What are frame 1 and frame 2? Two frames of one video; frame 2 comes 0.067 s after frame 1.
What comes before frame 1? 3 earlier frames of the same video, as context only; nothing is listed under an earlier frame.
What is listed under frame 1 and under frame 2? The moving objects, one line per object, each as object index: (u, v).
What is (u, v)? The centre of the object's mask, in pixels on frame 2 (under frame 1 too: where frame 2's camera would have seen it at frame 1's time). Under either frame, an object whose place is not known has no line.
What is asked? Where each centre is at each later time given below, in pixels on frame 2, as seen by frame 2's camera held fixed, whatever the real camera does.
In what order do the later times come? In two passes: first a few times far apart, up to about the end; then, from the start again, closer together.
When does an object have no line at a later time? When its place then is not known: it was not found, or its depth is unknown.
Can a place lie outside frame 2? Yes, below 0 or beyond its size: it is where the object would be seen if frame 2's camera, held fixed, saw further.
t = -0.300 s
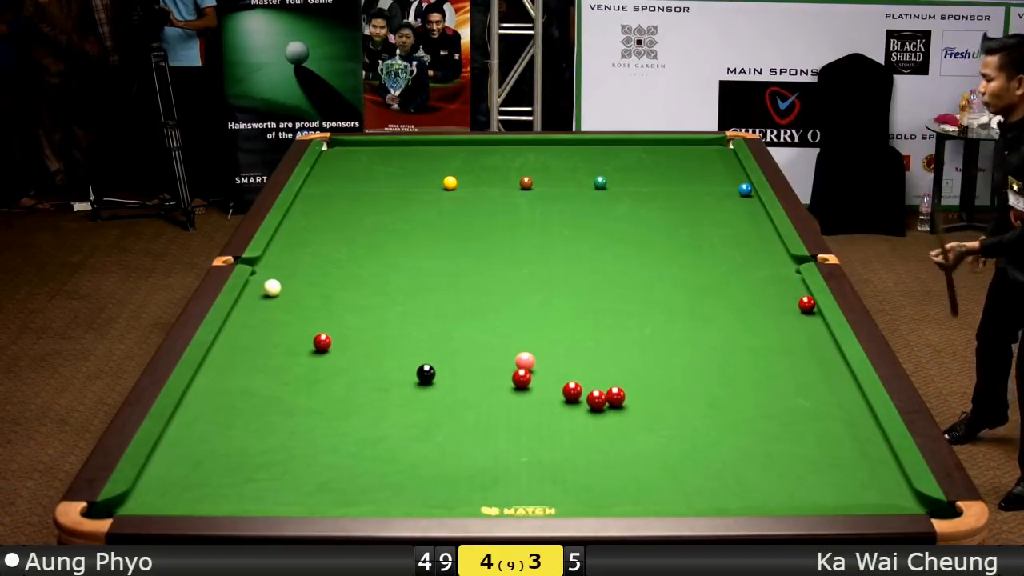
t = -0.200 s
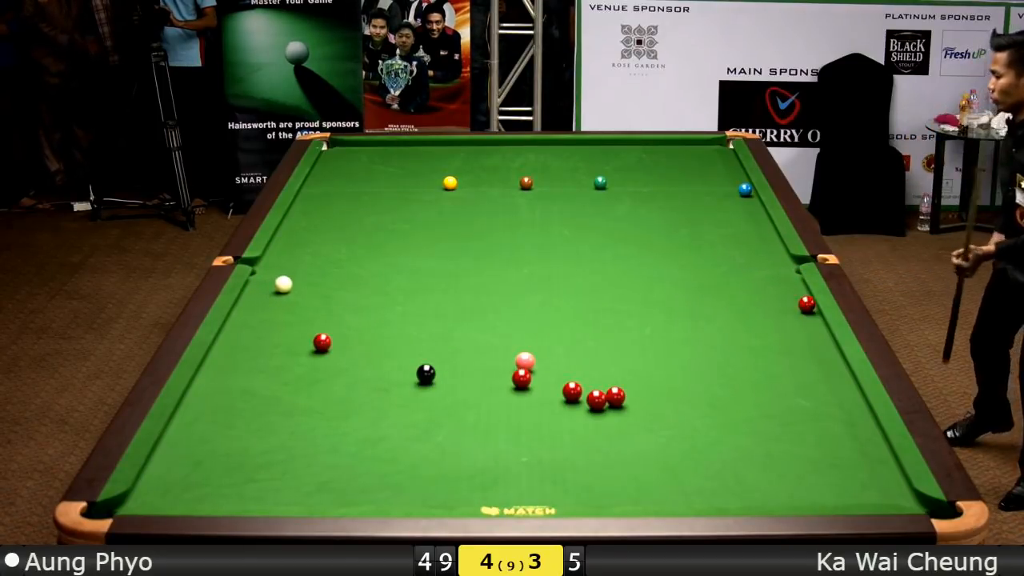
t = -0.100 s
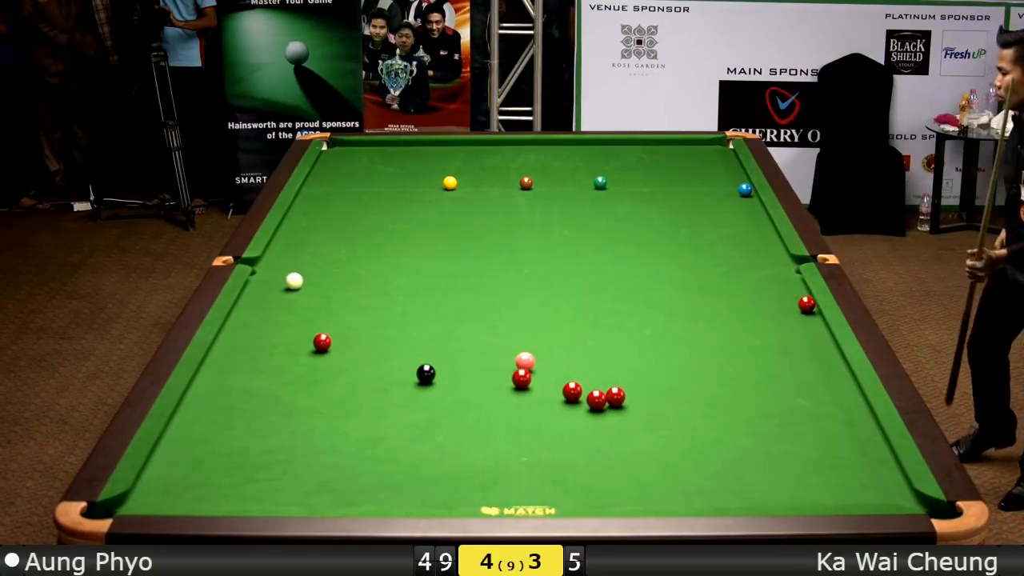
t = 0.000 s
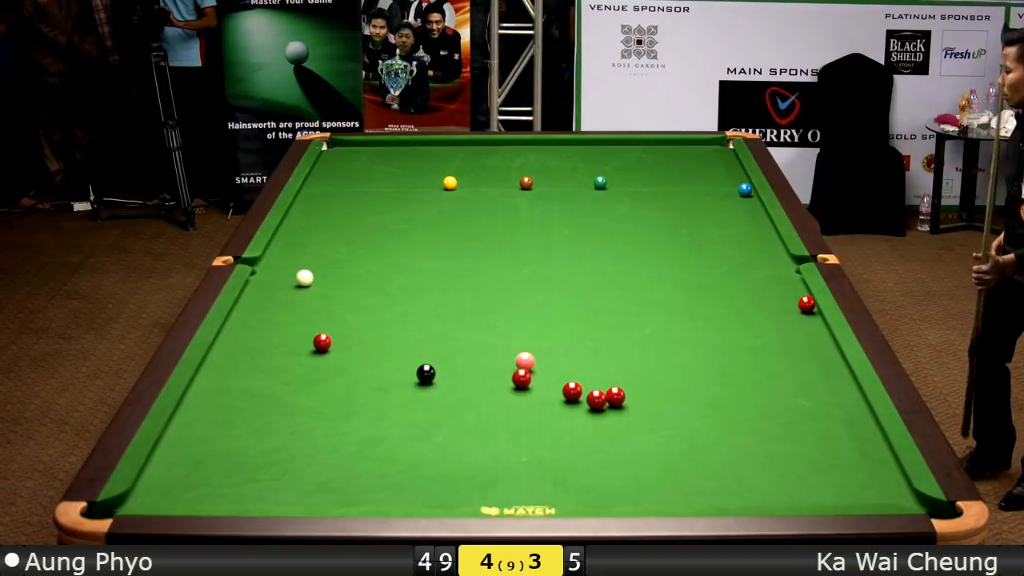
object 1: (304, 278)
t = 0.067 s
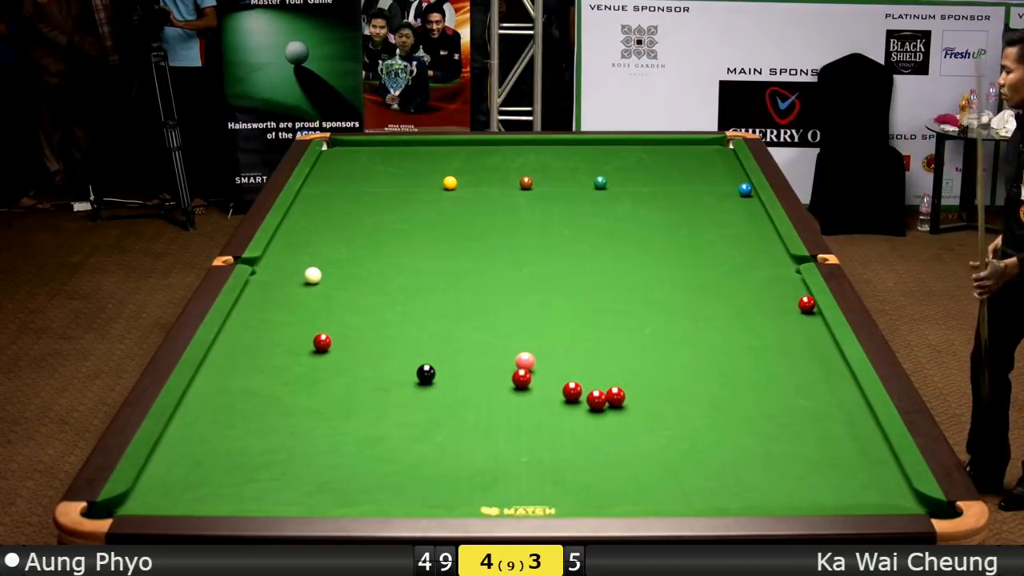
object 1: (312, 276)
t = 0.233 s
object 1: (328, 271)
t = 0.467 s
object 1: (350, 264)
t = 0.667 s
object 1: (368, 259)
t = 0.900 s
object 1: (386, 254)
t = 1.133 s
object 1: (403, 248)
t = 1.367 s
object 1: (420, 243)
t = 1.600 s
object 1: (434, 239)
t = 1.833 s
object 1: (448, 235)
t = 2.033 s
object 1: (460, 231)
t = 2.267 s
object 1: (472, 227)
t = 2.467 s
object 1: (482, 224)
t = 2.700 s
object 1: (492, 221)
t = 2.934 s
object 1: (502, 218)
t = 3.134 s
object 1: (509, 216)
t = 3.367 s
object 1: (516, 214)
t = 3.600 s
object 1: (523, 212)
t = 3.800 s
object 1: (528, 211)
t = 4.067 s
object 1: (534, 209)
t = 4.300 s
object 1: (539, 208)
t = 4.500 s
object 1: (542, 207)
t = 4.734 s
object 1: (544, 206)
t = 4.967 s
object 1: (546, 205)
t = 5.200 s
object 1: (548, 205)
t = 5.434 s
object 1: (549, 205)
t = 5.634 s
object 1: (550, 205)
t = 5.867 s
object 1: (550, 205)
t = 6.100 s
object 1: (550, 205)
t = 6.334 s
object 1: (550, 205)
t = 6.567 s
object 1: (550, 204)
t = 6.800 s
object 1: (550, 204)
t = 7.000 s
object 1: (550, 204)
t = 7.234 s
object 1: (550, 204)
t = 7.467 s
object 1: (550, 205)
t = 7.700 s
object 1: (550, 205)
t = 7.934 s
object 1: (550, 205)
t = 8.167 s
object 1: (550, 205)
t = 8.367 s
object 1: (550, 204)
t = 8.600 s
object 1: (550, 204)
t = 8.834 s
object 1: (550, 204)
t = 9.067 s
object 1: (550, 204)
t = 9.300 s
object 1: (550, 204)
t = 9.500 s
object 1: (550, 204)
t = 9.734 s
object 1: (550, 204)
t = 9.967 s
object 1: (550, 204)
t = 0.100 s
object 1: (314, 275)
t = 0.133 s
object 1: (318, 274)
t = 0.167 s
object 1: (322, 273)
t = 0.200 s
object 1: (324, 272)
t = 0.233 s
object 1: (328, 271)
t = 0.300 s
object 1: (334, 269)
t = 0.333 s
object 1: (337, 268)
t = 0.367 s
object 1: (341, 267)
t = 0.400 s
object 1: (343, 266)
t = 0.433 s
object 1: (347, 265)
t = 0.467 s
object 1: (350, 264)
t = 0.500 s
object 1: (352, 264)
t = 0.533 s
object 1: (356, 262)
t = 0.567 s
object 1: (359, 261)
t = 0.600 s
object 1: (361, 261)
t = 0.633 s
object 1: (364, 260)
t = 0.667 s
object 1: (368, 259)
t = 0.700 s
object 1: (369, 258)
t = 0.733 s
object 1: (373, 257)
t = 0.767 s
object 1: (376, 257)
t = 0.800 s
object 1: (377, 256)
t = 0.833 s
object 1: (381, 255)
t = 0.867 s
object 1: (384, 254)
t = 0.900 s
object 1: (386, 254)
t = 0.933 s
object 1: (389, 253)
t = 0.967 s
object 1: (392, 252)
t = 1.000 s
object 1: (393, 251)
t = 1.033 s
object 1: (396, 251)
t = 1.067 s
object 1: (399, 249)
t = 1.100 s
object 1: (400, 249)
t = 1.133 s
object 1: (403, 248)
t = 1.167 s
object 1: (406, 247)
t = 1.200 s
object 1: (408, 247)
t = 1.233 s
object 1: (411, 246)
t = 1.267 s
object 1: (413, 245)
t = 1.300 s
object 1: (415, 245)
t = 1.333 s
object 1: (418, 244)
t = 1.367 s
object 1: (420, 243)
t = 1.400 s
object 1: (421, 243)
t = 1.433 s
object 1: (424, 242)
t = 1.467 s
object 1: (427, 241)
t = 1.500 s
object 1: (428, 241)
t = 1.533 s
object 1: (430, 240)
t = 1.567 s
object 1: (433, 239)
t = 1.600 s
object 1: (434, 239)
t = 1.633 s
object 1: (437, 238)
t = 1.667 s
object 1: (439, 237)
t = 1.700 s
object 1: (440, 237)
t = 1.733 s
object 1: (443, 236)
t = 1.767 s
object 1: (445, 236)
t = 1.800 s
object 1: (446, 235)
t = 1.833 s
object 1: (448, 235)
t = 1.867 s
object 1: (451, 234)
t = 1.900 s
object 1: (452, 234)
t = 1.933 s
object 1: (454, 233)
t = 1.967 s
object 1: (456, 232)
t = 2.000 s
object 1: (457, 232)
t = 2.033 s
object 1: (460, 231)
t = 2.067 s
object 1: (462, 231)
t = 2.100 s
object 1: (463, 230)
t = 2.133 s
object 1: (465, 230)
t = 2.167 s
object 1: (467, 229)
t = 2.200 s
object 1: (468, 229)
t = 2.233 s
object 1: (470, 228)
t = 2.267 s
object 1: (472, 227)
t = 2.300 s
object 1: (475, 227)
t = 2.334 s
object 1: (476, 226)
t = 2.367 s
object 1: (477, 226)
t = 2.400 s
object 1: (479, 225)
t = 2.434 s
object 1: (481, 225)
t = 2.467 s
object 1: (482, 224)
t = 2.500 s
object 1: (484, 224)
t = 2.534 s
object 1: (485, 223)
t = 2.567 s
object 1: (486, 223)
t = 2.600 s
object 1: (488, 222)
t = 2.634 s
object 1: (490, 222)
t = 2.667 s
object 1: (490, 222)
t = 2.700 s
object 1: (492, 221)
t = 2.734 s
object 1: (494, 221)
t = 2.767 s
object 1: (495, 220)
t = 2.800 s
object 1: (496, 220)
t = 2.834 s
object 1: (498, 220)
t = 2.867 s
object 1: (499, 219)
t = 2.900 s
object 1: (500, 219)
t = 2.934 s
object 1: (502, 218)
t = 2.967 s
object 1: (502, 218)
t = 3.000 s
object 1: (504, 218)
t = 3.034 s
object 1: (505, 217)
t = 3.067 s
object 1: (506, 217)
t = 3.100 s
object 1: (507, 217)
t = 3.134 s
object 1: (509, 216)
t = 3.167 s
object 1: (509, 216)
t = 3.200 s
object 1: (511, 216)
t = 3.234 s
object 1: (512, 215)
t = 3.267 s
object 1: (513, 215)
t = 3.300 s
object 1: (514, 215)
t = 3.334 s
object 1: (516, 214)
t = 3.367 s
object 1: (516, 214)
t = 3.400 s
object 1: (517, 214)
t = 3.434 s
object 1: (518, 214)
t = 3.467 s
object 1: (519, 213)
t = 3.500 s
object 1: (520, 213)
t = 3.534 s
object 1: (522, 213)
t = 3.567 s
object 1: (522, 212)
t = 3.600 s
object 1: (523, 212)
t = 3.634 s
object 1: (524, 212)
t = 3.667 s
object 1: (525, 212)
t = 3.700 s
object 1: (526, 211)
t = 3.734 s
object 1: (527, 211)
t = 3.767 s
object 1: (528, 211)
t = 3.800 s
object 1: (528, 211)
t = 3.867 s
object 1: (530, 210)
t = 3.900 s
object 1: (531, 210)
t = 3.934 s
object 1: (532, 210)
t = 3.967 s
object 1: (532, 210)
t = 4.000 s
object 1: (533, 209)
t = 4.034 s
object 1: (534, 209)
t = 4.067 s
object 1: (534, 209)
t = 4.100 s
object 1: (535, 209)
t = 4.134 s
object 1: (536, 208)
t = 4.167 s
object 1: (536, 208)
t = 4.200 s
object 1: (537, 208)
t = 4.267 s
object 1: (538, 208)
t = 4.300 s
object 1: (539, 208)
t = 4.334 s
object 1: (539, 207)
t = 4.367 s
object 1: (540, 207)
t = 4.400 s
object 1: (540, 207)
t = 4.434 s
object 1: (541, 207)
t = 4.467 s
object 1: (541, 207)
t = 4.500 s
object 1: (542, 207)
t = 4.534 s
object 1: (542, 206)
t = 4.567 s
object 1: (542, 207)
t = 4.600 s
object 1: (543, 206)
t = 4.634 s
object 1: (543, 206)
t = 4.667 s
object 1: (544, 206)
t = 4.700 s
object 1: (544, 206)
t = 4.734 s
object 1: (544, 206)
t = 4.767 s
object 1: (545, 206)
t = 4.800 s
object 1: (545, 206)
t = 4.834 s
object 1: (545, 205)
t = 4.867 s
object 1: (546, 205)
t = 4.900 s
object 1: (546, 205)
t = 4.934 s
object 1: (546, 205)
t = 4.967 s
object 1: (546, 205)
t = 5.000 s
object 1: (547, 205)
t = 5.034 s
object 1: (547, 205)
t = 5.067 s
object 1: (547, 205)
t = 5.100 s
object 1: (547, 205)
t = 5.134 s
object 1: (548, 205)
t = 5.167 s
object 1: (548, 205)
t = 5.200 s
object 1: (548, 205)
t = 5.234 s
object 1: (548, 205)
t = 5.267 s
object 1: (548, 205)
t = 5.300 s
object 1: (549, 205)
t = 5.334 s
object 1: (549, 205)
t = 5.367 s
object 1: (549, 205)
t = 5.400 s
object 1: (549, 205)
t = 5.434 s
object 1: (549, 205)
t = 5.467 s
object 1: (550, 205)
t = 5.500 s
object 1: (550, 205)
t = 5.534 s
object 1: (550, 205)
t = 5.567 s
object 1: (550, 205)
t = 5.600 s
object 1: (550, 205)
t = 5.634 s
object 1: (550, 205)
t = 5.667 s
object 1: (550, 205)
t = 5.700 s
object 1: (550, 205)
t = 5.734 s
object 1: (550, 205)
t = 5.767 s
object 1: (550, 205)
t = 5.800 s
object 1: (550, 205)
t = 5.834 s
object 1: (550, 205)
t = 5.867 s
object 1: (550, 205)
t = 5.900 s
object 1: (550, 205)
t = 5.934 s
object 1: (550, 205)
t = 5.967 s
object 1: (550, 205)
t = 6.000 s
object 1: (550, 205)
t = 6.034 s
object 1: (550, 205)
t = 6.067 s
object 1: (550, 205)
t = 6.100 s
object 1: (550, 205)
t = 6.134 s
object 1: (550, 205)
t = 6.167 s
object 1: (550, 205)
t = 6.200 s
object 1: (550, 205)
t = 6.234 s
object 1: (550, 205)
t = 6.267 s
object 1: (550, 205)
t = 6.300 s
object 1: (550, 205)
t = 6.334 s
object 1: (550, 205)
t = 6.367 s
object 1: (550, 205)
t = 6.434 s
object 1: (550, 204)
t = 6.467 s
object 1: (550, 204)
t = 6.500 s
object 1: (550, 204)
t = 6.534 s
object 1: (550, 204)
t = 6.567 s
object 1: (550, 204)
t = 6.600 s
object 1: (550, 204)
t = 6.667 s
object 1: (550, 204)
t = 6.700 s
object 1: (550, 204)
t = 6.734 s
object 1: (550, 204)
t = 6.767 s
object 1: (550, 204)
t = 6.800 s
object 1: (550, 204)
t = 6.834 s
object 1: (550, 204)
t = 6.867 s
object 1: (550, 204)
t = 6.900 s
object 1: (550, 204)
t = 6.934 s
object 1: (550, 204)
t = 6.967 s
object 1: (550, 204)
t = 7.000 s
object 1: (550, 204)
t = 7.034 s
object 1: (550, 204)
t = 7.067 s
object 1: (550, 204)
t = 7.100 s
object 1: (550, 204)
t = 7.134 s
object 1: (550, 204)
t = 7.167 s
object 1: (550, 204)
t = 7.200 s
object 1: (550, 204)
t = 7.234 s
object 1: (550, 204)
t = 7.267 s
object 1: (550, 204)
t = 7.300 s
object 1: (550, 204)
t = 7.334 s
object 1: (550, 204)
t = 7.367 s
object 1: (550, 204)
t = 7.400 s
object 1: (550, 205)
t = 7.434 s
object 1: (550, 205)
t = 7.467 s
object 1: (550, 205)
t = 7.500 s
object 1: (550, 205)
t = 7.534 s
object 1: (550, 205)
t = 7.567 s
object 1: (550, 205)
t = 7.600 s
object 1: (550, 205)
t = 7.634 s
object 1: (550, 205)
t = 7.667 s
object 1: (550, 205)
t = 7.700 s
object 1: (550, 205)
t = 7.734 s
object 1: (550, 205)
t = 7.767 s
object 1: (550, 205)
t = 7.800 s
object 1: (550, 205)
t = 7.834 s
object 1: (550, 205)
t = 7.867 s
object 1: (550, 205)
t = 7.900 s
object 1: (550, 205)
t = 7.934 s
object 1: (550, 205)
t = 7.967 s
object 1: (550, 205)
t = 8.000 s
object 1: (550, 205)
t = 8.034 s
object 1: (550, 205)
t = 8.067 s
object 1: (550, 205)
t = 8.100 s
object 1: (550, 204)
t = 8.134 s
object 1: (550, 204)
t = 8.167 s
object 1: (550, 205)
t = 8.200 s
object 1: (550, 205)
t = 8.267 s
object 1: (550, 204)
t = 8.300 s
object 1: (550, 204)
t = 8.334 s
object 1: (550, 204)
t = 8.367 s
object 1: (550, 204)
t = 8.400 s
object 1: (550, 205)
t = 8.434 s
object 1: (550, 204)
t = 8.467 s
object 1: (550, 204)
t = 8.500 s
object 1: (550, 204)
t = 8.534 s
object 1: (550, 204)
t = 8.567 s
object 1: (550, 204)
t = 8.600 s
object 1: (550, 204)
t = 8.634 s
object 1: (550, 204)
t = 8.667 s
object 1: (550, 204)
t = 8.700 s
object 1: (550, 204)
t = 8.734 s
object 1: (550, 204)
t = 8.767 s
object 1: (550, 204)
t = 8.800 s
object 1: (550, 204)
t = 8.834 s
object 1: (550, 204)
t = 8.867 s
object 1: (550, 204)
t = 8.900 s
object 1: (550, 204)
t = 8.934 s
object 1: (550, 204)
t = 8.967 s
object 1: (550, 204)
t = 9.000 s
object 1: (550, 204)
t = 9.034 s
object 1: (550, 204)
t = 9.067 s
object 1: (550, 204)
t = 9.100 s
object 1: (550, 204)
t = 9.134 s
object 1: (550, 204)
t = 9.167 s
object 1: (550, 204)
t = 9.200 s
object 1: (550, 204)
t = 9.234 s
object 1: (550, 204)
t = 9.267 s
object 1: (550, 204)
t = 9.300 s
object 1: (550, 204)
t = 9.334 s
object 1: (550, 204)
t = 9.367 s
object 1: (550, 204)
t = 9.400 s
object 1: (550, 204)
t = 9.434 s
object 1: (550, 204)
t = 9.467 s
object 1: (550, 204)
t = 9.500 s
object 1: (550, 204)
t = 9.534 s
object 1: (550, 204)
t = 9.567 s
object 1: (550, 204)
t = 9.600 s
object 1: (550, 204)
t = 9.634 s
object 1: (550, 204)
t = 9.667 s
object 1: (550, 204)
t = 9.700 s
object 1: (550, 204)
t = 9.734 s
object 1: (550, 204)
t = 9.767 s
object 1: (550, 204)
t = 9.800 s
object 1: (550, 204)
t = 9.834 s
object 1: (550, 204)
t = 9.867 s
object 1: (550, 204)
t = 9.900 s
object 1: (550, 204)
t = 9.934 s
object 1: (550, 204)
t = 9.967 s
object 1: (550, 204)
